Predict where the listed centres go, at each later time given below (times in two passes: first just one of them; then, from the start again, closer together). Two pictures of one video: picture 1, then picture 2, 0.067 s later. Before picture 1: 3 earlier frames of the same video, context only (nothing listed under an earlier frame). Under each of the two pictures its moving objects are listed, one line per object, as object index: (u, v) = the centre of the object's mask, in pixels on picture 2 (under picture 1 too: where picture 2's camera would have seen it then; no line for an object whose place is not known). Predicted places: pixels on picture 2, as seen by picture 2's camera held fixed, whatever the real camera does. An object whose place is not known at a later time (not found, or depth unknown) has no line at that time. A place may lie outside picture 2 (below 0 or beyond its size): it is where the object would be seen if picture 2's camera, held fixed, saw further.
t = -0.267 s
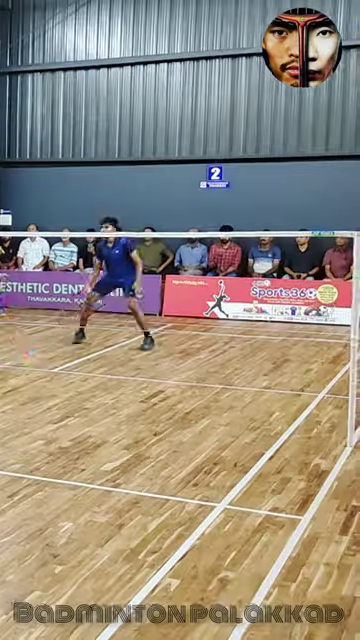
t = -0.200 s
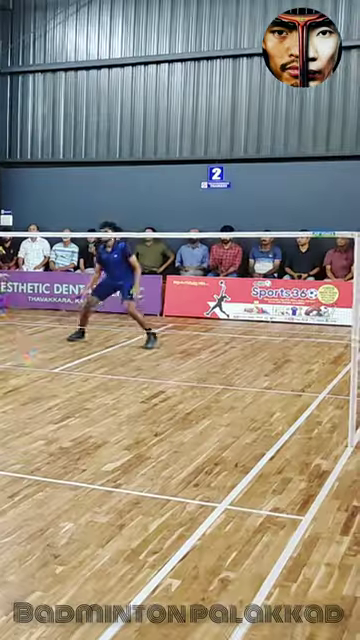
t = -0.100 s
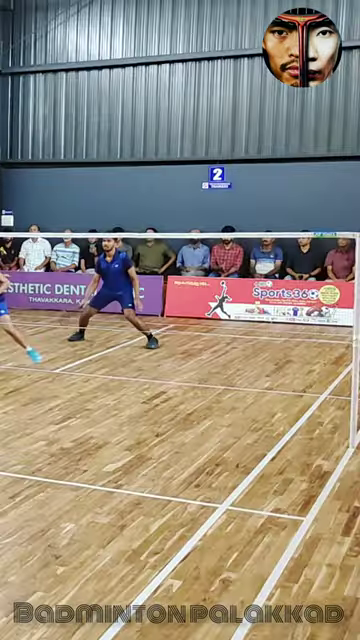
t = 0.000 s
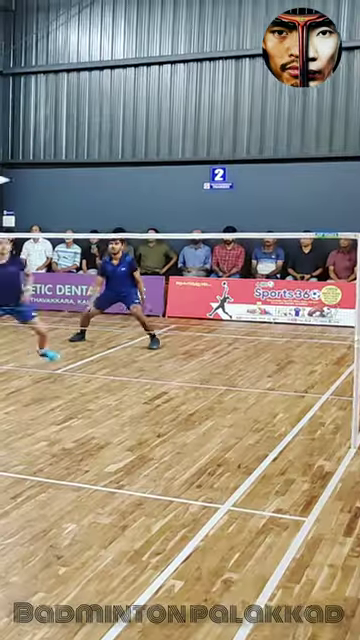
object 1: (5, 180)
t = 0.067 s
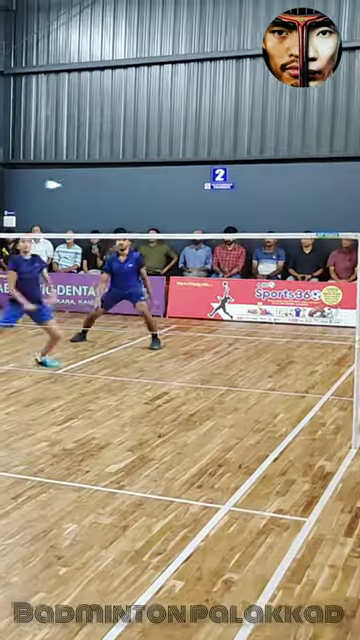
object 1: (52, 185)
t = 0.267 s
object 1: (170, 220)
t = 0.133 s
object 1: (97, 194)
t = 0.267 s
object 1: (170, 220)
